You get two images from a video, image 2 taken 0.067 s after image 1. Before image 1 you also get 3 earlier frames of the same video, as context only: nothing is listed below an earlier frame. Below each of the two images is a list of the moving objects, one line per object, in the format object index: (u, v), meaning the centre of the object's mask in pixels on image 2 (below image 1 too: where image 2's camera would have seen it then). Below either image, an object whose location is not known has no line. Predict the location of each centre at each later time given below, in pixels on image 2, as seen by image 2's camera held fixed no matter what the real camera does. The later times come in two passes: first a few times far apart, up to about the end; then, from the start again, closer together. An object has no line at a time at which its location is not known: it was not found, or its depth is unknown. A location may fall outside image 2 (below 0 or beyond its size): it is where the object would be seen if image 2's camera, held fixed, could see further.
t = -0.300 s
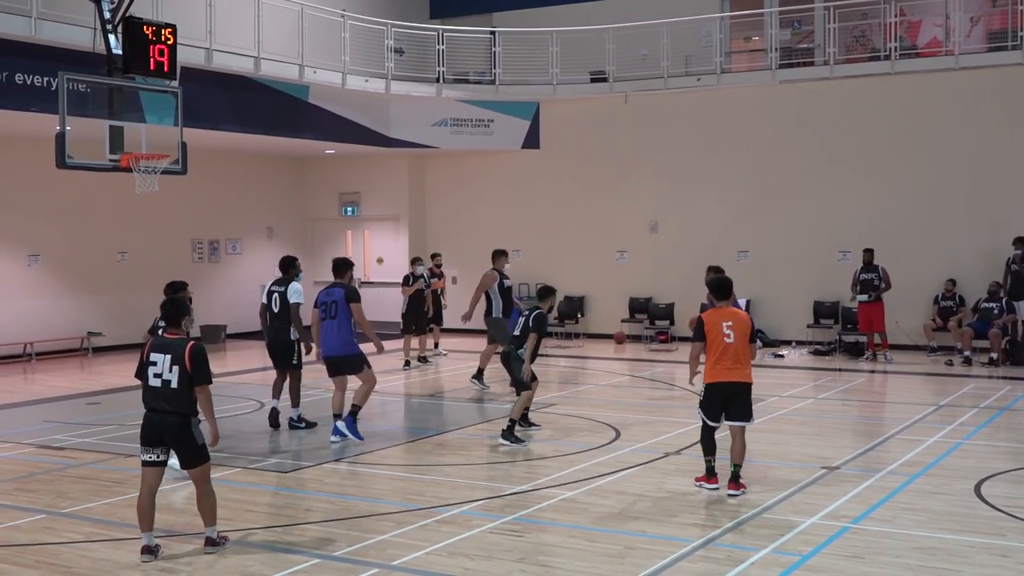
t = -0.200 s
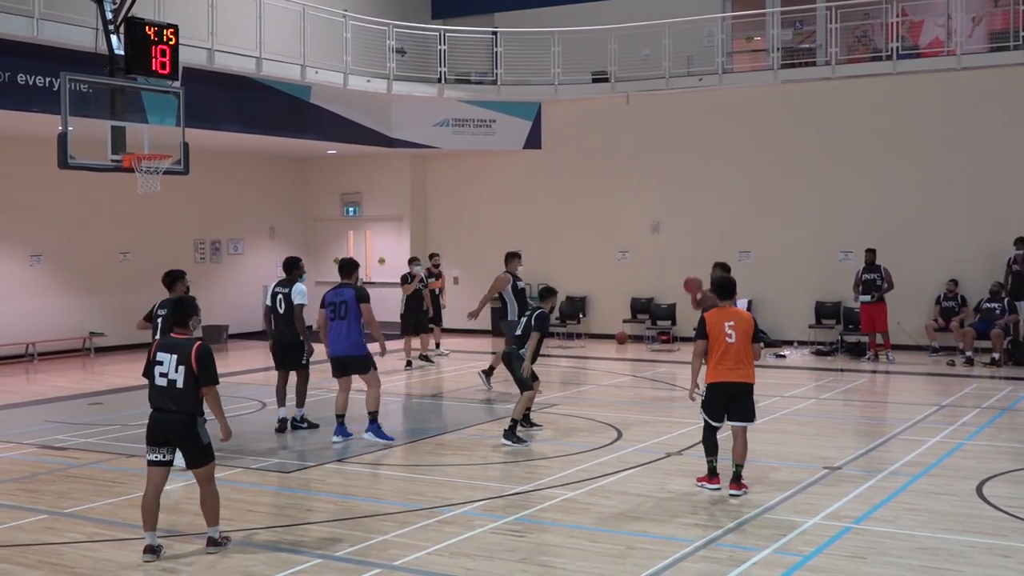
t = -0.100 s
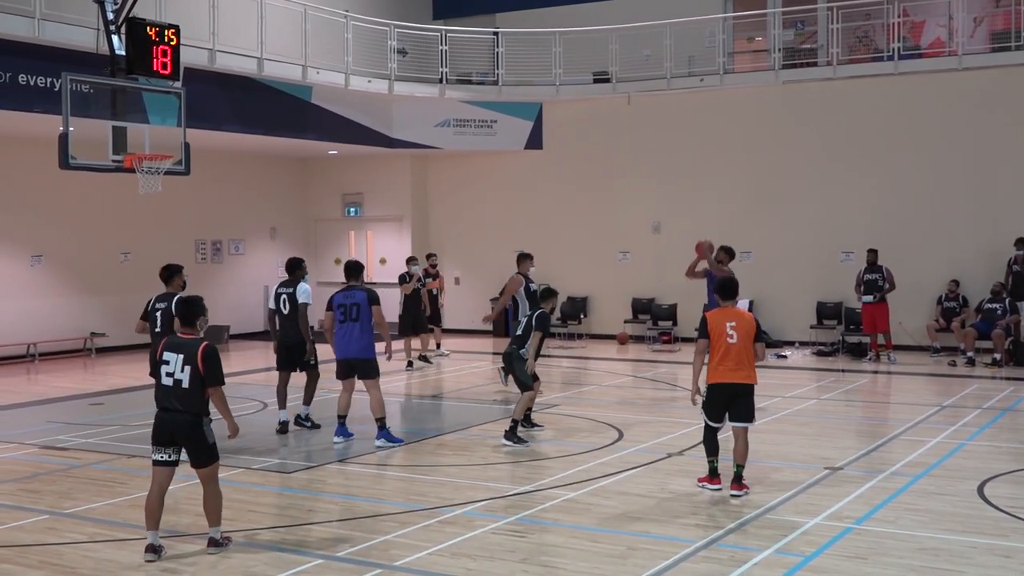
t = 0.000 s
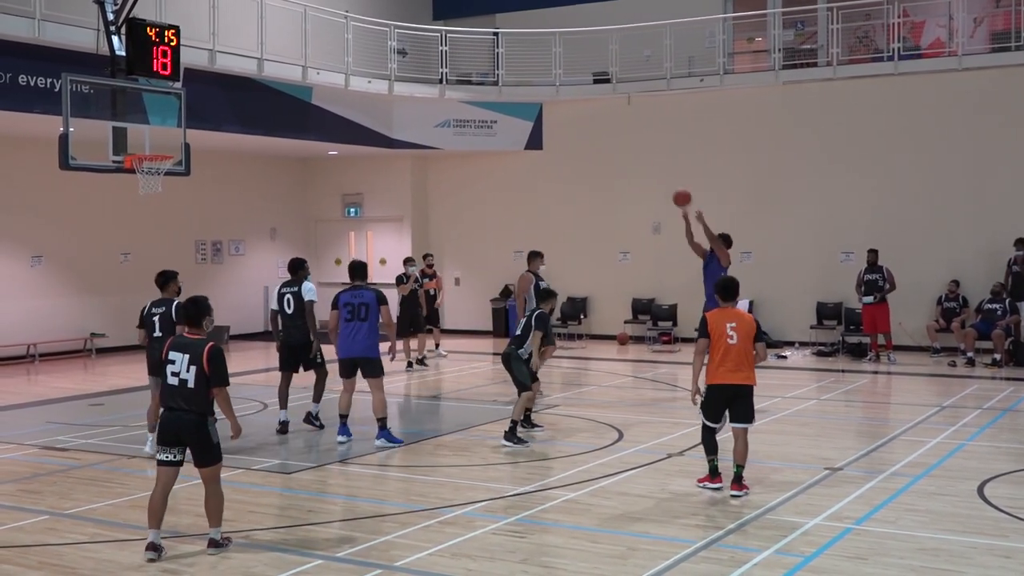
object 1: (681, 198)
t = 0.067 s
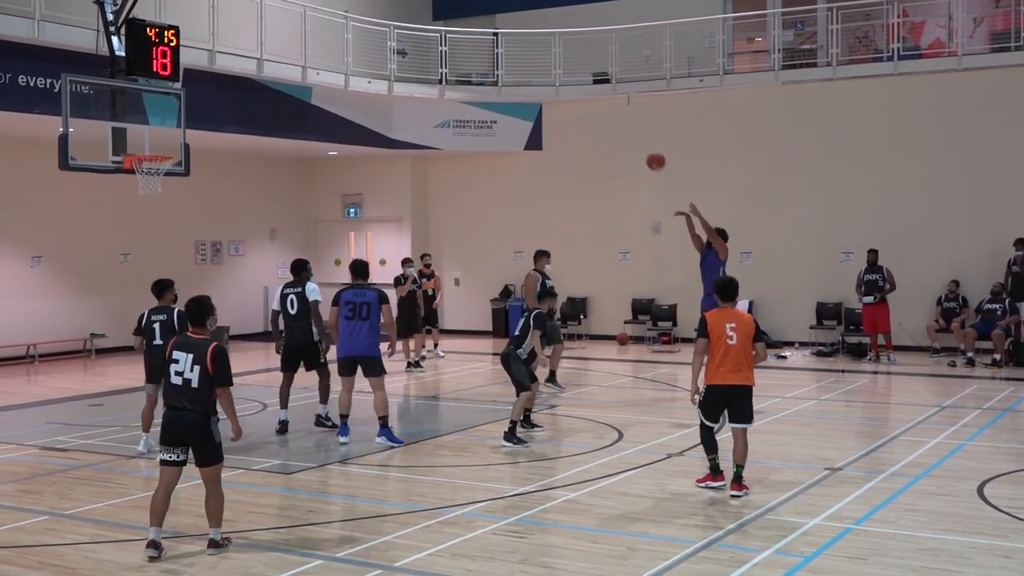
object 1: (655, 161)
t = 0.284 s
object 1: (570, 62)
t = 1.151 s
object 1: (232, 24)
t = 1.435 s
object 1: (122, 144)
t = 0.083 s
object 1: (649, 152)
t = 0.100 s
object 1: (642, 144)
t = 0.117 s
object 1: (635, 135)
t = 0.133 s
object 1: (629, 127)
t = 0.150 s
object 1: (622, 119)
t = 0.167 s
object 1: (616, 111)
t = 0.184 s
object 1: (609, 102)
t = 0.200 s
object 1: (603, 96)
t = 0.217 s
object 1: (597, 88)
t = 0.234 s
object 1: (590, 82)
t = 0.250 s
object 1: (584, 75)
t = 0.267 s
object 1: (577, 68)
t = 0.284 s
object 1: (570, 62)
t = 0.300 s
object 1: (564, 56)
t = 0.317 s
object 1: (557, 50)
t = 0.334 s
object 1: (550, 44)
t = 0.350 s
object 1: (544, 39)
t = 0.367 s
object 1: (538, 33)
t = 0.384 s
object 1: (531, 28)
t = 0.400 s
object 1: (525, 23)
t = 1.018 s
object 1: (284, -4)
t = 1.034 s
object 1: (277, -3)
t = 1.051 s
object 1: (270, -1)
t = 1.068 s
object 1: (264, 1)
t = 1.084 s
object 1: (257, 5)
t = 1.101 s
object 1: (251, 10)
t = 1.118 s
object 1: (245, 14)
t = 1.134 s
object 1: (238, 19)
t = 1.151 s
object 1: (232, 24)
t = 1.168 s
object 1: (225, 29)
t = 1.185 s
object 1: (219, 35)
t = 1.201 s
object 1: (212, 40)
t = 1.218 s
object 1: (206, 46)
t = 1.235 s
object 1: (200, 52)
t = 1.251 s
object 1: (193, 59)
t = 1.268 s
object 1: (187, 66)
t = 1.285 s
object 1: (180, 72)
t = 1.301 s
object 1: (173, 79)
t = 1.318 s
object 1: (167, 86)
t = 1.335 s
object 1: (160, 93)
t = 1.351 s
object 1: (154, 101)
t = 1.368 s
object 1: (148, 110)
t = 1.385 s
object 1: (141, 118)
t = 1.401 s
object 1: (135, 126)
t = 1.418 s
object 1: (128, 134)
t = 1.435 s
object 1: (122, 144)
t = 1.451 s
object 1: (114, 153)
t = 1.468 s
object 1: (113, 160)
